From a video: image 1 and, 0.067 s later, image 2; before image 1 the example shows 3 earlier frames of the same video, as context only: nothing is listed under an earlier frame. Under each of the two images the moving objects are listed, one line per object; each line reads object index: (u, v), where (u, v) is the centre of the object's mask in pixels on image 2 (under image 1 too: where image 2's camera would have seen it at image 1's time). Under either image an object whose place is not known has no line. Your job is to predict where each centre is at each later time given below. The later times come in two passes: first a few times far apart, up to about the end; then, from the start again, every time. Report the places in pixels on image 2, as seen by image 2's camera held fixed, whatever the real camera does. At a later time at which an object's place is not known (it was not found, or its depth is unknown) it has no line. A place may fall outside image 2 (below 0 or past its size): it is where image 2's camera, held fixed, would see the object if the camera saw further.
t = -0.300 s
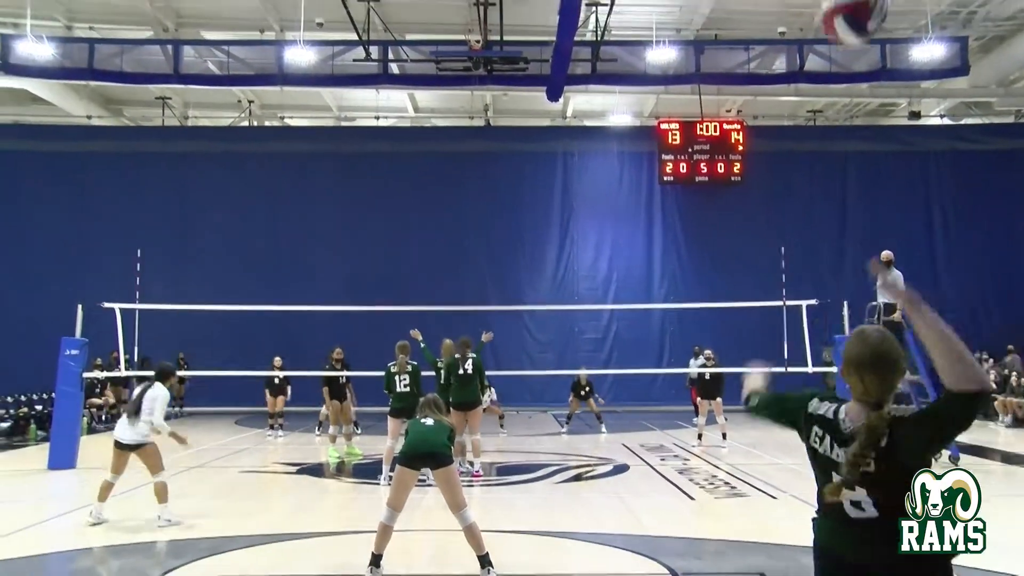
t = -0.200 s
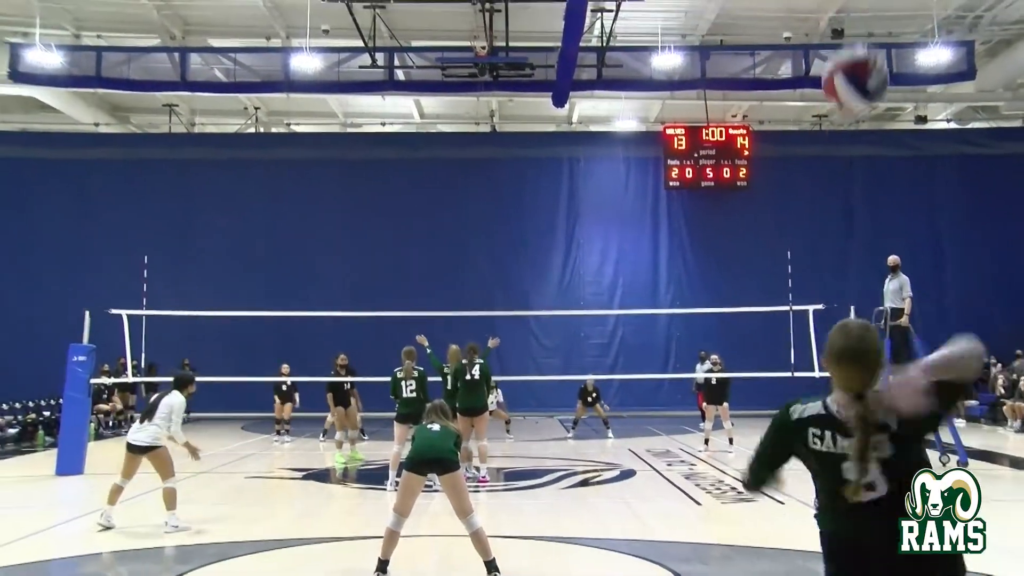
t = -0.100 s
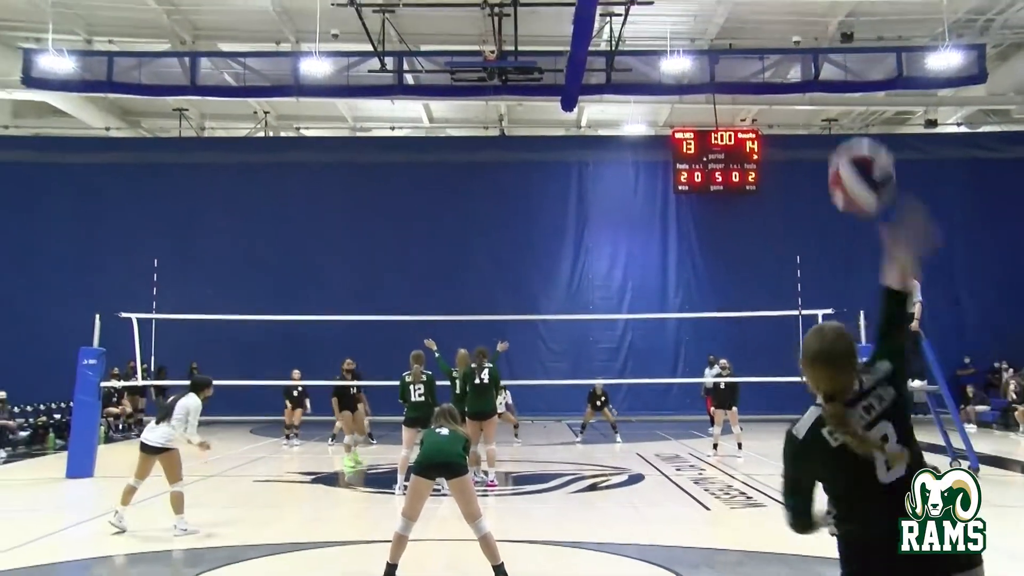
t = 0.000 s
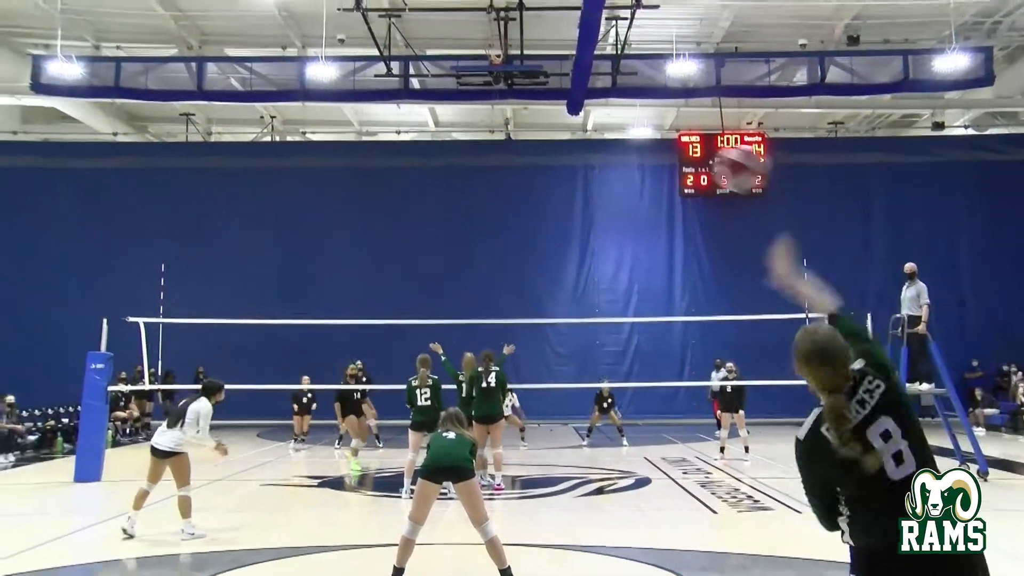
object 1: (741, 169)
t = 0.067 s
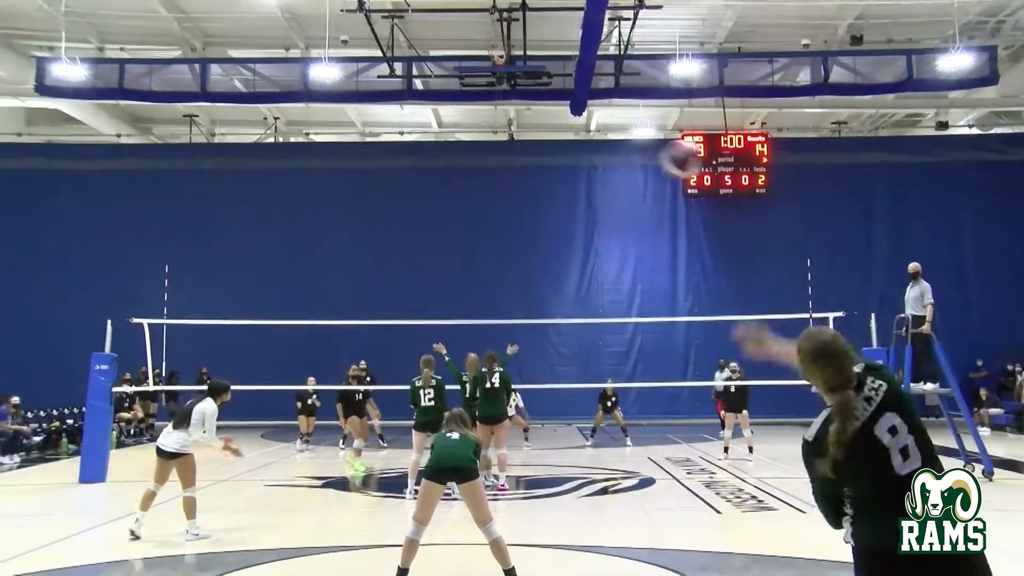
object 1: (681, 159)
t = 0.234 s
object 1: (601, 172)
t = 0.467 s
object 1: (542, 224)
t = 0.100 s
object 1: (660, 158)
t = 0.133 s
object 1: (641, 160)
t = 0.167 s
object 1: (625, 163)
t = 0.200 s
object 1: (612, 167)
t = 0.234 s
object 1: (601, 172)
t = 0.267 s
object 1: (590, 178)
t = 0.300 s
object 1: (581, 186)
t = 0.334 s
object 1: (571, 193)
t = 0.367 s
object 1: (564, 200)
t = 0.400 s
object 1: (557, 208)
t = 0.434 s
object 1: (549, 216)
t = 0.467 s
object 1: (542, 224)
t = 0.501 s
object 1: (536, 233)
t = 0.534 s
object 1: (531, 242)
